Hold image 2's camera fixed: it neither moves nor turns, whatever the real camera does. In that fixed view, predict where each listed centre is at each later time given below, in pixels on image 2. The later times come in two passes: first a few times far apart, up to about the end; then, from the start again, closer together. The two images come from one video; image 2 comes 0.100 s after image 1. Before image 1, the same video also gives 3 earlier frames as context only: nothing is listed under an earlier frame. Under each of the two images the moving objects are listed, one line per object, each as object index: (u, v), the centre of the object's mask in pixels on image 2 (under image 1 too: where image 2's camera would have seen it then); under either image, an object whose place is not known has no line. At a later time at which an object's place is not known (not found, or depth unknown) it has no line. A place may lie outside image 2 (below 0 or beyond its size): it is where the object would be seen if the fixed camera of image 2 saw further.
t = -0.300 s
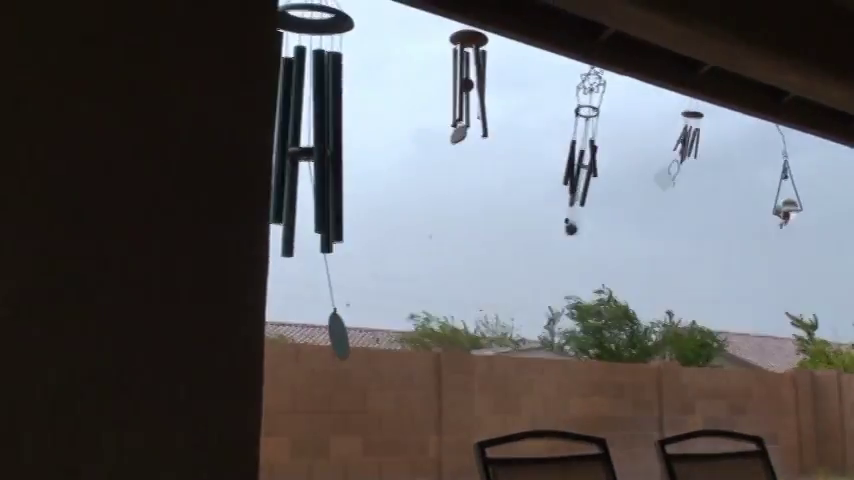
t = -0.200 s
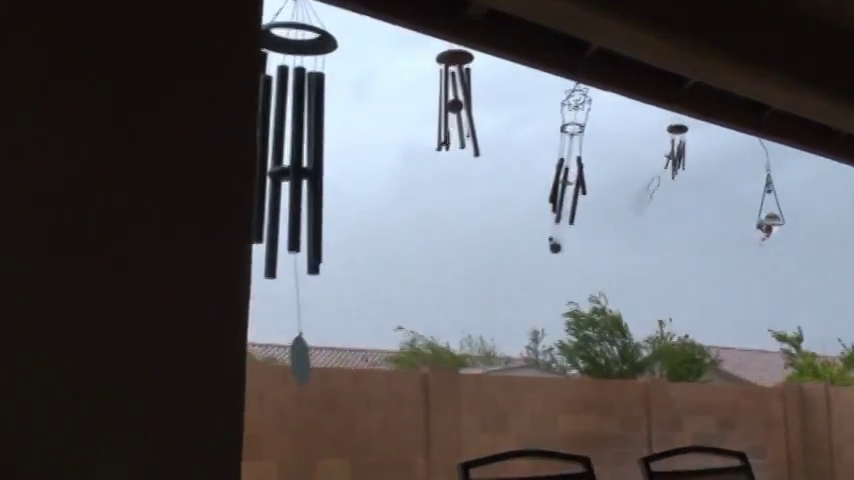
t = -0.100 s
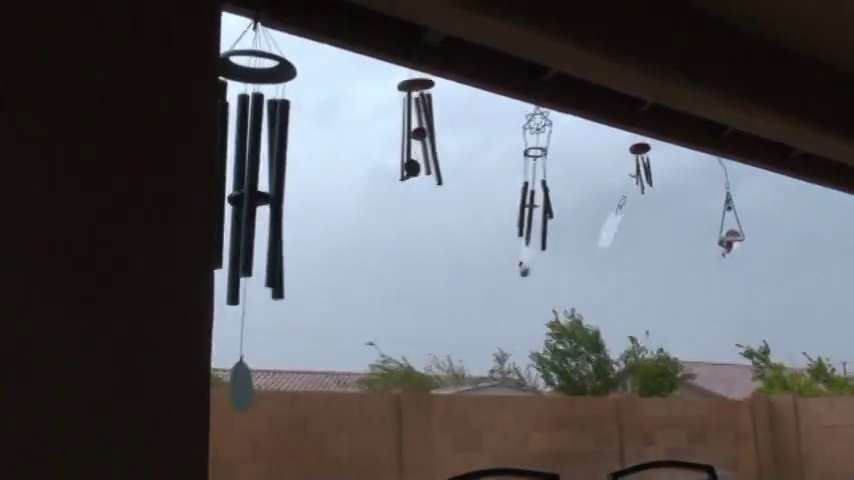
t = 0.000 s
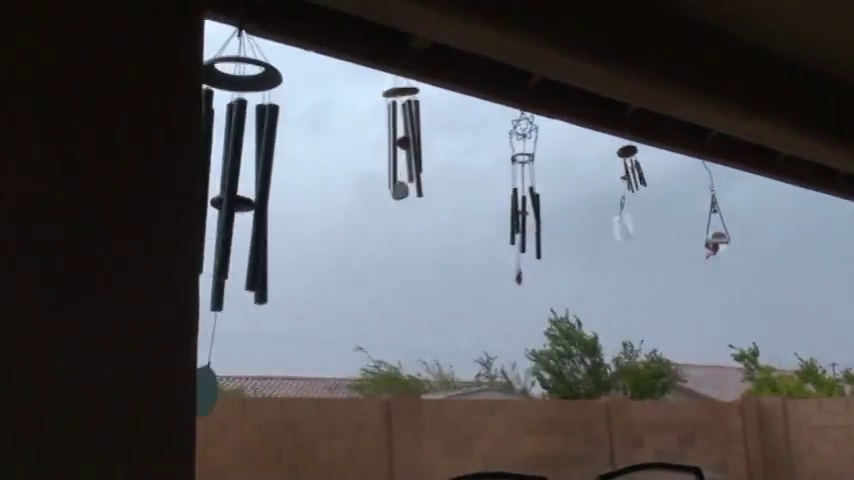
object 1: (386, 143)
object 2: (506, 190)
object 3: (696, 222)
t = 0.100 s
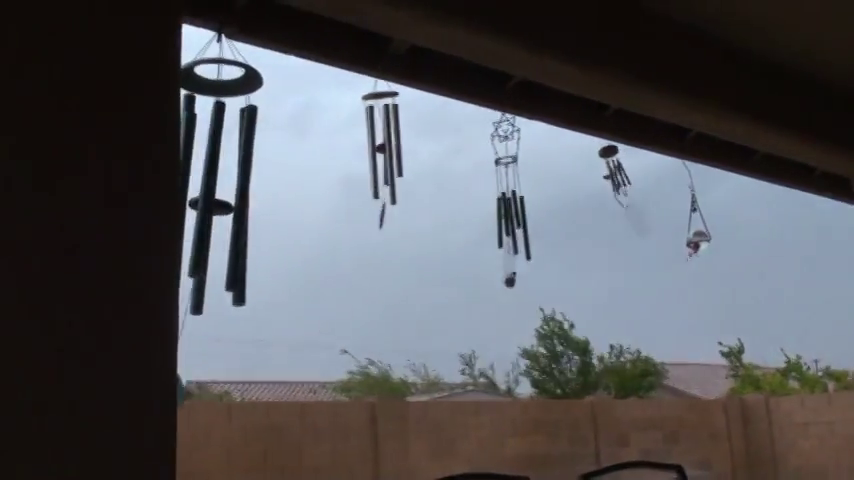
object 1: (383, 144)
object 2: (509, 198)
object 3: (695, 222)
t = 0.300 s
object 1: (377, 143)
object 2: (514, 196)
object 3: (695, 222)
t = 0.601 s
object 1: (375, 138)
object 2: (513, 195)
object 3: (693, 222)
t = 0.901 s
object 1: (380, 136)
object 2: (502, 185)
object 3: (691, 222)
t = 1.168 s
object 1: (377, 137)
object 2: (496, 180)
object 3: (692, 221)
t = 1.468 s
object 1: (372, 143)
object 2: (498, 188)
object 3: (693, 220)
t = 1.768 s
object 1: (375, 134)
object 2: (506, 194)
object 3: (691, 221)
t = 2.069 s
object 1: (377, 131)
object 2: (505, 193)
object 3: (691, 220)
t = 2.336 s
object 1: (375, 136)
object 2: (499, 194)
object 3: (693, 218)
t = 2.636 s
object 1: (374, 136)
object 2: (499, 198)
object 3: (693, 220)
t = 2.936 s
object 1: (381, 141)
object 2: (506, 200)
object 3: (690, 220)
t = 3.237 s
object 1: (382, 143)
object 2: (507, 195)
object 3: (691, 219)
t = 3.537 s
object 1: (372, 135)
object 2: (499, 186)
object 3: (692, 221)
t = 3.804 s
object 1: (372, 135)
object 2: (494, 190)
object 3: (690, 222)
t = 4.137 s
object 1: (373, 143)
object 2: (501, 190)
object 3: (690, 221)
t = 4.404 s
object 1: (377, 130)
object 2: (512, 193)
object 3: (693, 222)
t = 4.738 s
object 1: (379, 131)
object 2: (512, 193)
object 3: (691, 221)
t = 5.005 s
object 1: (375, 138)
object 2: (498, 191)
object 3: (689, 221)
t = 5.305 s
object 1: (372, 136)
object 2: (484, 196)
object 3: (692, 221)
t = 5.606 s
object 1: (375, 129)
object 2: (496, 197)
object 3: (692, 221)
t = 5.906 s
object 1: (378, 130)
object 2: (513, 191)
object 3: (689, 221)
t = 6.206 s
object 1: (378, 145)
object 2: (511, 195)
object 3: (690, 220)
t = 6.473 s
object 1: (372, 138)
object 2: (497, 193)
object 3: (692, 222)
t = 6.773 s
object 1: (372, 135)
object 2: (491, 191)
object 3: (690, 221)
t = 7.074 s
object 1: (380, 139)
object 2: (502, 193)
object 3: (687, 222)
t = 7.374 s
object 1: (376, 143)
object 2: (510, 189)
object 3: (690, 221)
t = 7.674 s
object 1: (368, 135)
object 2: (502, 193)
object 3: (690, 221)
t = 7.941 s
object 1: (369, 131)
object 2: (494, 191)
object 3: (689, 220)
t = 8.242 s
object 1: (376, 132)
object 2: (497, 191)
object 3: (690, 220)
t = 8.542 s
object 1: (376, 134)
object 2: (507, 192)
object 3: (691, 221)
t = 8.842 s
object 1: (372, 132)
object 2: (510, 195)
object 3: (690, 220)
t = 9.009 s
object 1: (372, 131)
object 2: (506, 193)
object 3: (688, 220)
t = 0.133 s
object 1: (382, 148)
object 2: (510, 197)
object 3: (695, 221)
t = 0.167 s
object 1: (380, 150)
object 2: (511, 198)
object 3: (695, 222)
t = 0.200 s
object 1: (378, 151)
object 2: (511, 198)
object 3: (694, 222)
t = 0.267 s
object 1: (377, 143)
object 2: (513, 197)
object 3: (694, 222)
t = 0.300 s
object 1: (377, 143)
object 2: (514, 196)
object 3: (695, 222)
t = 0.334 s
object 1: (376, 143)
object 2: (514, 195)
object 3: (695, 221)
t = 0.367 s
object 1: (376, 144)
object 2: (514, 195)
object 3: (694, 222)
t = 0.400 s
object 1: (375, 145)
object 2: (514, 194)
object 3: (694, 221)
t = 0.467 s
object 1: (374, 143)
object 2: (513, 193)
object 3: (693, 221)
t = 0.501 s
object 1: (374, 143)
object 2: (513, 193)
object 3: (693, 221)
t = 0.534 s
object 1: (374, 140)
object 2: (514, 194)
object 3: (693, 222)
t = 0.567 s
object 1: (374, 138)
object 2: (513, 194)
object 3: (693, 222)
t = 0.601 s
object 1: (375, 138)
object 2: (513, 195)
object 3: (693, 222)
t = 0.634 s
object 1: (376, 135)
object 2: (512, 195)
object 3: (693, 222)
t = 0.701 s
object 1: (377, 134)
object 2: (510, 194)
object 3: (692, 221)
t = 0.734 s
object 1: (377, 133)
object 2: (509, 194)
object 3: (692, 221)
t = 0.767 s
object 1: (377, 132)
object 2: (506, 186)
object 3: (691, 222)
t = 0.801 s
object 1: (377, 131)
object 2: (504, 188)
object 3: (690, 222)
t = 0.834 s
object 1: (378, 131)
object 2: (503, 187)
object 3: (690, 222)
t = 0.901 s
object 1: (380, 136)
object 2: (502, 185)
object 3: (691, 222)
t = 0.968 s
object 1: (380, 133)
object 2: (500, 181)
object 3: (691, 221)
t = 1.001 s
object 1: (380, 134)
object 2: (498, 182)
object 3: (691, 221)
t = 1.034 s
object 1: (380, 133)
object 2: (497, 182)
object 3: (691, 220)
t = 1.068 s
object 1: (379, 134)
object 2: (497, 181)
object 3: (691, 220)
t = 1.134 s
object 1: (378, 135)
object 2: (496, 180)
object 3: (691, 221)
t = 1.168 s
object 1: (377, 137)
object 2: (496, 180)
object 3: (692, 221)
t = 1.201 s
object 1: (377, 140)
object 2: (496, 180)
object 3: (693, 220)
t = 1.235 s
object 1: (377, 142)
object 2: (496, 184)
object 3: (692, 220)
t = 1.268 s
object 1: (376, 144)
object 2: (496, 184)
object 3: (693, 221)
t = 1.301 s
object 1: (375, 145)
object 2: (496, 185)
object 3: (693, 220)
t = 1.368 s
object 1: (373, 146)
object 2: (496, 187)
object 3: (693, 220)
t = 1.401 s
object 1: (373, 146)
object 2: (497, 187)
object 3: (694, 220)
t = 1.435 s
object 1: (372, 144)
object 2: (498, 187)
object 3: (693, 220)
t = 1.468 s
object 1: (372, 143)
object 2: (498, 188)
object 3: (693, 220)
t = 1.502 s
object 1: (372, 138)
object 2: (499, 189)
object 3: (693, 220)
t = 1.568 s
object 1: (372, 139)
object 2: (502, 190)
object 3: (693, 220)
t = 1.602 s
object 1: (373, 139)
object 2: (503, 191)
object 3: (693, 220)
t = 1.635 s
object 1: (373, 138)
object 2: (504, 191)
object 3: (692, 220)
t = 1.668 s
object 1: (374, 138)
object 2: (505, 190)
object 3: (692, 221)
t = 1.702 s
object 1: (374, 137)
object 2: (505, 191)
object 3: (692, 221)
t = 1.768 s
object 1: (375, 134)
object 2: (506, 194)
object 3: (691, 221)
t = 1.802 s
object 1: (376, 133)
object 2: (507, 196)
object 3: (691, 221)
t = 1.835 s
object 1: (376, 132)
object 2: (507, 197)
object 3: (690, 220)
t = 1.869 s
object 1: (376, 136)
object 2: (507, 197)
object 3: (690, 220)
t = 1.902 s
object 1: (377, 133)
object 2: (508, 198)
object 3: (691, 220)
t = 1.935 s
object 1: (378, 134)
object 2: (507, 198)
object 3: (690, 220)
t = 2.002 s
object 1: (377, 134)
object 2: (506, 197)
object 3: (690, 220)
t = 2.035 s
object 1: (377, 132)
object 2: (506, 196)
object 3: (691, 219)
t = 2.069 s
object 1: (377, 131)
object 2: (505, 193)
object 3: (691, 220)
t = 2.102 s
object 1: (377, 129)
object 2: (504, 192)
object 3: (691, 219)
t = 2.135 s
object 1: (377, 130)
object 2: (503, 191)
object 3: (691, 219)
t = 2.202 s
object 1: (377, 130)
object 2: (501, 191)
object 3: (692, 219)
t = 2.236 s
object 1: (377, 133)
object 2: (501, 192)
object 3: (692, 218)
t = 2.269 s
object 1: (377, 137)
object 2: (500, 192)
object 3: (692, 219)
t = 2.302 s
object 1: (376, 138)
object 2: (500, 193)
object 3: (693, 219)
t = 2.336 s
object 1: (375, 136)
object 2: (499, 194)
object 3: (693, 218)
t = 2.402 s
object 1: (373, 133)
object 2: (498, 195)
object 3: (693, 219)
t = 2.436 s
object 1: (373, 134)
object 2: (497, 195)
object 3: (693, 219)
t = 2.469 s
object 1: (372, 136)
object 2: (497, 195)
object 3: (693, 219)
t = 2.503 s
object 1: (372, 135)
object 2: (497, 196)
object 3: (693, 220)
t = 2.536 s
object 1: (373, 136)
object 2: (497, 198)
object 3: (693, 220)
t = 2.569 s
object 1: (373, 136)
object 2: (497, 198)
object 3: (693, 220)
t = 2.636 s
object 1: (374, 136)
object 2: (499, 198)
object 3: (693, 220)
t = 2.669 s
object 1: (375, 136)
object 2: (499, 198)
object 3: (693, 220)
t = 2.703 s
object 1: (375, 135)
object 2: (500, 199)
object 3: (692, 220)
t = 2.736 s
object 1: (375, 141)
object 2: (501, 198)
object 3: (692, 220)
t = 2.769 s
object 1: (377, 134)
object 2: (502, 199)
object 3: (692, 220)
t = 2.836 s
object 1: (378, 135)
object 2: (503, 200)
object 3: (691, 219)
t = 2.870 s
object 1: (380, 143)
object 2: (505, 200)
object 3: (691, 220)
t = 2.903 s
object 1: (381, 142)
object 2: (506, 200)
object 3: (691, 220)
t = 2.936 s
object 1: (381, 141)
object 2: (506, 200)
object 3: (690, 220)
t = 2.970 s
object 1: (382, 139)
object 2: (507, 199)
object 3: (690, 220)
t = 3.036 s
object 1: (382, 139)
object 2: (507, 195)
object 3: (690, 220)
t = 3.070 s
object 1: (382, 139)
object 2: (507, 192)
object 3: (690, 220)
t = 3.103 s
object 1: (382, 139)
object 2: (507, 191)
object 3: (690, 220)
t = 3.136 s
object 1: (382, 140)
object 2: (507, 192)
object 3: (691, 219)
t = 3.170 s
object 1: (382, 140)
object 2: (507, 194)
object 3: (691, 219)
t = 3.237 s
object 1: (382, 143)
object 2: (507, 195)
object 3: (691, 219)
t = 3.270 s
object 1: (380, 145)
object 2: (506, 195)
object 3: (691, 219)
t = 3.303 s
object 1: (379, 145)
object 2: (506, 195)
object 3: (692, 220)
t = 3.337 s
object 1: (376, 136)
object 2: (505, 194)
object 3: (692, 220)
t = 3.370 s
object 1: (375, 136)
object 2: (504, 192)
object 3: (692, 219)
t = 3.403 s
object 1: (374, 135)
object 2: (503, 191)
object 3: (692, 220)
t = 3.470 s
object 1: (373, 134)
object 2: (501, 191)
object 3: (692, 221)
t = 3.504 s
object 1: (372, 135)
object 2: (500, 185)
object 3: (692, 221)
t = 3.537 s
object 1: (372, 135)
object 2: (499, 186)
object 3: (692, 221)
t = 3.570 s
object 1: (371, 135)
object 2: (498, 185)
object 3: (692, 221)
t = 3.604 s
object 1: (371, 135)
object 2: (497, 186)
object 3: (692, 222)
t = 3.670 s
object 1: (371, 135)
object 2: (496, 186)
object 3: (690, 223)
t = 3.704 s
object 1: (371, 136)
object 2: (495, 186)
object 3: (690, 223)
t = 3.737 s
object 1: (371, 135)
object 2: (495, 186)
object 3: (690, 222)
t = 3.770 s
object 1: (371, 136)
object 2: (494, 190)
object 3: (690, 223)
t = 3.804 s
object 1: (372, 135)
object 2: (494, 190)
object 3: (690, 222)
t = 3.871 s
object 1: (372, 135)
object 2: (493, 190)
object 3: (690, 223)
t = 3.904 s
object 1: (373, 134)
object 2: (494, 190)
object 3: (689, 223)
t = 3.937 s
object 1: (373, 134)
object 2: (494, 191)
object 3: (689, 223)
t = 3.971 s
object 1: (373, 134)
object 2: (495, 191)
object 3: (689, 222)
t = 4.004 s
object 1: (373, 135)
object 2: (496, 191)
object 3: (689, 222)
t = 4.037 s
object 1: (373, 136)
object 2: (497, 191)
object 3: (689, 222)
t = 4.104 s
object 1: (373, 143)
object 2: (500, 191)
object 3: (690, 222)
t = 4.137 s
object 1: (373, 143)
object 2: (501, 190)
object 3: (690, 221)
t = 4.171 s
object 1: (374, 141)
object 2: (502, 191)
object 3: (690, 221)
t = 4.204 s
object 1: (374, 139)
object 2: (504, 191)
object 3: (691, 221)
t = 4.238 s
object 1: (375, 136)
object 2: (505, 191)
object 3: (691, 221)
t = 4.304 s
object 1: (376, 137)
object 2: (508, 192)
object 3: (692, 221)
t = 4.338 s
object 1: (376, 134)
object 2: (509, 192)
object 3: (692, 220)
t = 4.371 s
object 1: (377, 137)
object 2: (511, 192)
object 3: (692, 221)
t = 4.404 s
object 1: (377, 130)
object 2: (512, 193)
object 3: (693, 222)
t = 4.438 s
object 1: (378, 130)
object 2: (513, 194)
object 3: (693, 222)
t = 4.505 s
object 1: (379, 129)
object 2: (515, 194)
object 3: (693, 221)
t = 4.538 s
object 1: (379, 130)
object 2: (515, 193)
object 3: (693, 221)
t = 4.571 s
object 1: (380, 130)
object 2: (516, 194)
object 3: (693, 221)
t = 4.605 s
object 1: (380, 131)
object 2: (516, 194)
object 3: (692, 222)
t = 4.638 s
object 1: (380, 132)
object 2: (515, 193)
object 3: (692, 222)
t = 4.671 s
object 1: (380, 132)
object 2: (515, 193)
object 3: (691, 222)
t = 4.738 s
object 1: (379, 131)
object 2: (512, 193)
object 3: (691, 221)
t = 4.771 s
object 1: (379, 131)
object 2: (511, 193)
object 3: (691, 221)
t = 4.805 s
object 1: (378, 131)
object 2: (510, 193)
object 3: (691, 220)
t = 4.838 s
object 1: (378, 131)
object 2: (508, 193)
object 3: (690, 222)
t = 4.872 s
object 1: (377, 132)
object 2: (506, 192)
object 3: (689, 221)
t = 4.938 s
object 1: (377, 135)
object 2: (502, 186)
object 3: (690, 221)
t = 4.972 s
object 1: (376, 136)
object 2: (500, 185)
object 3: (689, 222)
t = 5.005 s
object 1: (375, 138)
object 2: (498, 191)
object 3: (689, 221)
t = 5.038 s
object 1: (374, 138)
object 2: (495, 192)
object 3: (689, 221)
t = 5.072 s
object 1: (373, 140)
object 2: (493, 191)
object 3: (689, 220)
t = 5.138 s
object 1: (372, 138)
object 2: (490, 191)
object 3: (689, 221)
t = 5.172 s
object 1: (372, 138)
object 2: (488, 192)
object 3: (690, 220)
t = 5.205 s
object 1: (372, 137)
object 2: (489, 188)
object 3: (691, 220)
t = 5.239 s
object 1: (373, 136)
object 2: (489, 188)
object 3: (692, 220)
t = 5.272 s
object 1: (373, 136)
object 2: (485, 194)
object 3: (692, 220)
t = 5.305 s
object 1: (372, 136)
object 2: (484, 196)
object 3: (692, 221)
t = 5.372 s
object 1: (372, 135)
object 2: (484, 197)
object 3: (692, 221)
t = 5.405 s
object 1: (372, 135)
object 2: (485, 197)
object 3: (692, 220)
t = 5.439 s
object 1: (373, 133)
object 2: (486, 197)
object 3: (693, 222)
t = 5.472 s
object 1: (373, 132)
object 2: (488, 195)
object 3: (693, 221)
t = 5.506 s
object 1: (374, 131)
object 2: (490, 194)
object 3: (693, 222)
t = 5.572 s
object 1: (374, 129)
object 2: (494, 195)
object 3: (692, 221)
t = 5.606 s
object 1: (375, 129)
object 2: (496, 197)
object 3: (692, 221)
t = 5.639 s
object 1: (375, 129)
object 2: (499, 198)
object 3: (692, 221)
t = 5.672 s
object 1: (375, 129)
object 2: (501, 199)
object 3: (691, 221)
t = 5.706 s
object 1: (375, 129)
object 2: (503, 200)
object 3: (691, 221)
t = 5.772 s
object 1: (376, 130)
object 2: (508, 198)
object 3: (690, 220)
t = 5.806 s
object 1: (376, 129)
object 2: (509, 197)
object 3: (690, 220)
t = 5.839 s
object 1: (377, 129)
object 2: (511, 195)
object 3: (689, 221)
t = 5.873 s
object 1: (377, 130)
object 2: (512, 192)
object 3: (689, 222)
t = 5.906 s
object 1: (378, 130)
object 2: (513, 191)
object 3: (689, 221)
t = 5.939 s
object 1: (379, 130)
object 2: (512, 186)
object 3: (688, 222)
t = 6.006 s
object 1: (379, 132)
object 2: (514, 189)
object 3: (689, 220)
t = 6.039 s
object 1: (379, 133)
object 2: (514, 190)
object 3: (688, 221)
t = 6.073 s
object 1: (379, 134)
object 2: (512, 185)
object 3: (689, 220)
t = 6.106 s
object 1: (378, 135)
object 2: (514, 191)
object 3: (688, 221)
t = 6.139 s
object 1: (380, 144)
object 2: (513, 192)
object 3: (689, 222)
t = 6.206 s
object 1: (378, 145)
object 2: (511, 195)
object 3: (690, 220)
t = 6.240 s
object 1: (377, 137)
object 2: (510, 196)
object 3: (691, 221)
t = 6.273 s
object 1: (377, 137)
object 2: (508, 197)
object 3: (691, 222)
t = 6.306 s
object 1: (376, 137)
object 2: (506, 197)
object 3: (691, 222)
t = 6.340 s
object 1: (375, 137)
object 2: (504, 197)
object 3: (691, 222)
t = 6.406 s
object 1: (373, 138)
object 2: (500, 195)
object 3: (691, 222)
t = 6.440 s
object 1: (373, 138)
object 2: (498, 194)
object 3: (692, 222)
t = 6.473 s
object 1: (372, 138)
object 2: (497, 193)
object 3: (692, 222)
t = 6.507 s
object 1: (371, 137)
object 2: (496, 193)
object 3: (692, 222)
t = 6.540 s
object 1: (371, 137)
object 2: (494, 193)
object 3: (692, 221)
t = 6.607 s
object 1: (371, 137)
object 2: (492, 192)
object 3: (692, 221)
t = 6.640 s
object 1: (370, 136)
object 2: (491, 192)
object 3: (691, 221)
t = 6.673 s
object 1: (371, 136)
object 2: (491, 191)
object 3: (691, 221)
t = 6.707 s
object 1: (371, 136)
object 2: (490, 191)
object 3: (691, 221)
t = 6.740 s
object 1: (371, 136)
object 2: (490, 192)
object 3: (690, 221)
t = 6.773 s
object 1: (372, 135)
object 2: (491, 191)
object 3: (690, 221)
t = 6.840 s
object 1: (373, 139)
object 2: (492, 193)
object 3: (689, 221)
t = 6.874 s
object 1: (375, 140)
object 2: (493, 193)
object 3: (688, 222)
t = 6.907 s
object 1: (376, 139)
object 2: (494, 193)
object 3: (688, 222)
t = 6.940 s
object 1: (377, 139)
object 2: (496, 193)
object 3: (687, 222)
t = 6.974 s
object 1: (378, 139)
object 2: (497, 193)
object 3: (687, 223)
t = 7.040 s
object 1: (379, 138)
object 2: (501, 193)
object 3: (687, 222)
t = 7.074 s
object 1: (380, 139)
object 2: (502, 193)
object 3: (687, 222)
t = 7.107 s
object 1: (380, 139)
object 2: (504, 191)
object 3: (688, 222)
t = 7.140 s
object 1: (380, 139)
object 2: (504, 189)
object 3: (687, 222)
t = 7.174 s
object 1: (380, 140)
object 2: (506, 188)
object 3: (688, 222)
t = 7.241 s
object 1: (379, 135)
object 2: (508, 188)
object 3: (689, 221)
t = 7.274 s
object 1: (378, 135)
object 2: (509, 189)
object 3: (689, 220)
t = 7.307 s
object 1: (378, 136)
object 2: (509, 189)
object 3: (690, 221)
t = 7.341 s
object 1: (377, 137)
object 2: (510, 189)
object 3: (690, 220)
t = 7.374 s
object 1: (376, 143)
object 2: (510, 189)
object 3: (690, 221)
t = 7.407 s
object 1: (375, 143)
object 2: (509, 190)
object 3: (690, 221)
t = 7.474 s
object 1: (373, 142)
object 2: (509, 191)
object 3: (691, 221)
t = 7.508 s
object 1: (372, 138)
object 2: (508, 192)
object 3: (691, 221)
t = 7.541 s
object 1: (371, 137)
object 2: (507, 192)
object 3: (691, 221)
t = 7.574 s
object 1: (370, 137)
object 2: (506, 192)
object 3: (691, 221)
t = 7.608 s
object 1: (369, 136)
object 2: (505, 193)
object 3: (691, 222)
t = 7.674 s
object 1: (368, 135)
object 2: (502, 193)
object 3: (690, 221)
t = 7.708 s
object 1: (367, 134)
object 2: (501, 193)
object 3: (691, 220)
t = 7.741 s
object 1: (366, 134)
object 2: (500, 193)
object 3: (690, 220)
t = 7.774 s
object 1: (366, 134)
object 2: (498, 193)
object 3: (690, 221)
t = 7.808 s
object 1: (367, 134)
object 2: (498, 193)
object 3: (690, 221)
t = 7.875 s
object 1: (368, 132)
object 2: (495, 192)
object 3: (690, 220)
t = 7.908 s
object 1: (369, 132)
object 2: (495, 192)
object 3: (690, 220)
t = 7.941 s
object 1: (369, 131)
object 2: (494, 191)
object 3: (689, 220)
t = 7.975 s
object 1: (370, 131)
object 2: (493, 192)
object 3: (689, 220)
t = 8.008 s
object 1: (371, 132)
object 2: (493, 191)
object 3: (688, 220)
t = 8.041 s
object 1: (372, 132)
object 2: (493, 192)
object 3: (688, 221)
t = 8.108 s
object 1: (373, 132)
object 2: (493, 192)
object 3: (688, 221)
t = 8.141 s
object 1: (374, 132)
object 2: (494, 192)
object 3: (689, 221)
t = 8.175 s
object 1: (375, 132)
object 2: (494, 192)
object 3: (689, 220)
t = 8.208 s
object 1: (376, 132)
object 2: (495, 191)
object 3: (689, 220)
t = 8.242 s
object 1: (376, 132)
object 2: (497, 191)
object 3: (690, 220)
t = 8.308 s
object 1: (377, 133)
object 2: (499, 190)
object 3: (690, 220)
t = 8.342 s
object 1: (377, 133)
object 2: (500, 190)
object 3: (690, 220)
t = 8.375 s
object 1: (377, 133)
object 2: (501, 190)
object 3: (690, 220)
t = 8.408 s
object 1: (377, 133)
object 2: (503, 191)
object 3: (690, 220)
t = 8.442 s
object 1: (377, 134)
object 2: (504, 191)
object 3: (690, 220)
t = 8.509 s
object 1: (376, 134)
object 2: (507, 192)
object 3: (692, 220)
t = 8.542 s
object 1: (376, 134)
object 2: (507, 192)
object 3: (691, 221)
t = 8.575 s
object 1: (376, 135)
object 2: (509, 193)
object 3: (692, 219)
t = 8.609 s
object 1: (375, 135)
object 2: (510, 194)
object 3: (692, 219)
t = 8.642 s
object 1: (375, 136)
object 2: (510, 195)
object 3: (692, 219)
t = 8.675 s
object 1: (374, 135)
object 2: (511, 195)
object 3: (691, 221)
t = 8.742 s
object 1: (373, 134)
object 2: (511, 195)
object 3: (691, 221)
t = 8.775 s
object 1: (373, 133)
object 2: (511, 195)
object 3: (690, 221)
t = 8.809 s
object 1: (372, 133)
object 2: (510, 195)
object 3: (690, 220)
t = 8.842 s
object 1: (372, 132)
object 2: (510, 195)
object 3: (690, 220)
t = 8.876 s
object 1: (371, 132)
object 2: (509, 195)
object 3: (689, 219)
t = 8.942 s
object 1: (372, 132)
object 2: (508, 196)
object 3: (689, 220)
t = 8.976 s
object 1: (372, 131)
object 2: (507, 194)
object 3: (689, 221)
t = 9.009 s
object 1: (372, 131)
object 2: (506, 193)
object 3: (688, 220)
